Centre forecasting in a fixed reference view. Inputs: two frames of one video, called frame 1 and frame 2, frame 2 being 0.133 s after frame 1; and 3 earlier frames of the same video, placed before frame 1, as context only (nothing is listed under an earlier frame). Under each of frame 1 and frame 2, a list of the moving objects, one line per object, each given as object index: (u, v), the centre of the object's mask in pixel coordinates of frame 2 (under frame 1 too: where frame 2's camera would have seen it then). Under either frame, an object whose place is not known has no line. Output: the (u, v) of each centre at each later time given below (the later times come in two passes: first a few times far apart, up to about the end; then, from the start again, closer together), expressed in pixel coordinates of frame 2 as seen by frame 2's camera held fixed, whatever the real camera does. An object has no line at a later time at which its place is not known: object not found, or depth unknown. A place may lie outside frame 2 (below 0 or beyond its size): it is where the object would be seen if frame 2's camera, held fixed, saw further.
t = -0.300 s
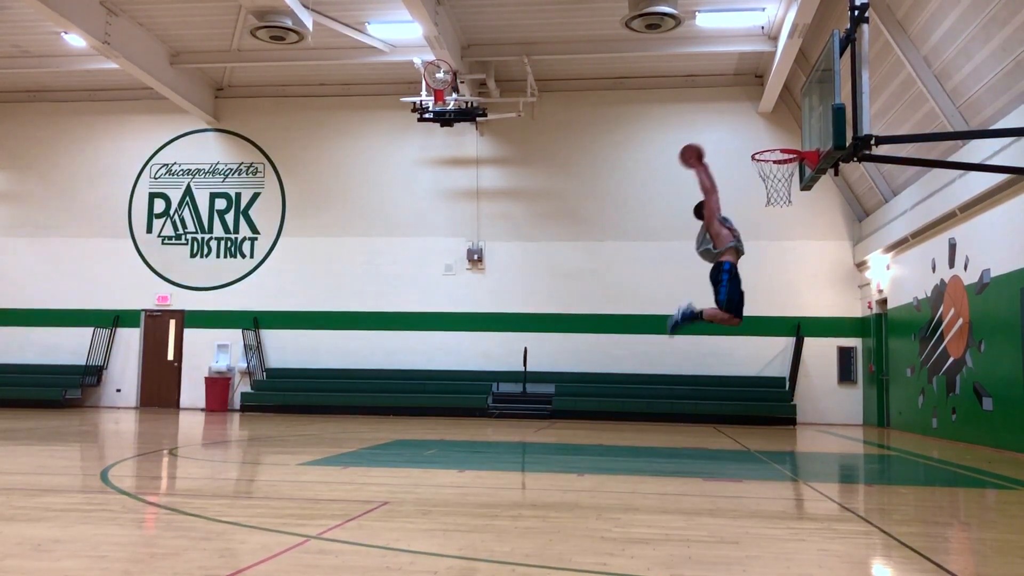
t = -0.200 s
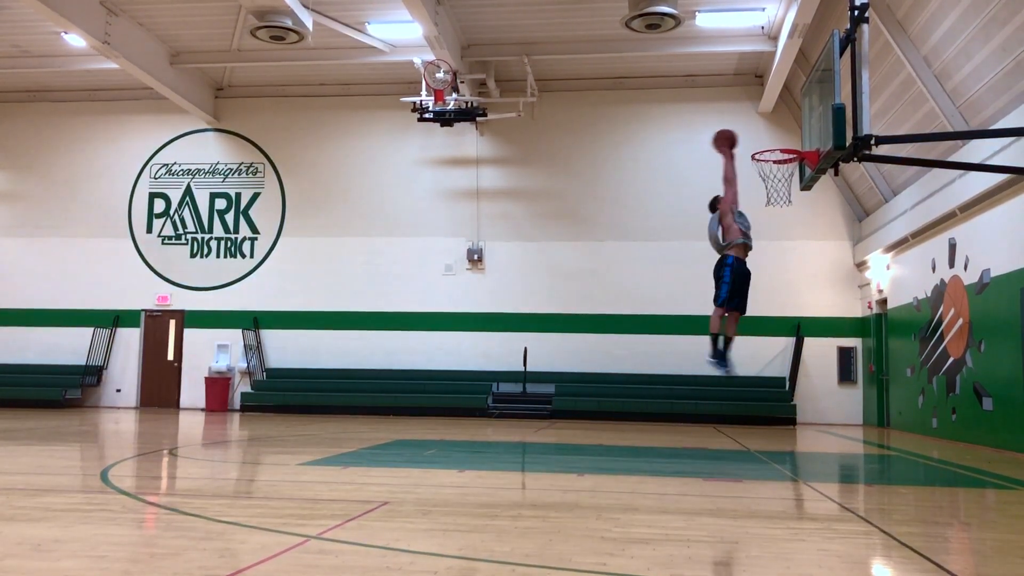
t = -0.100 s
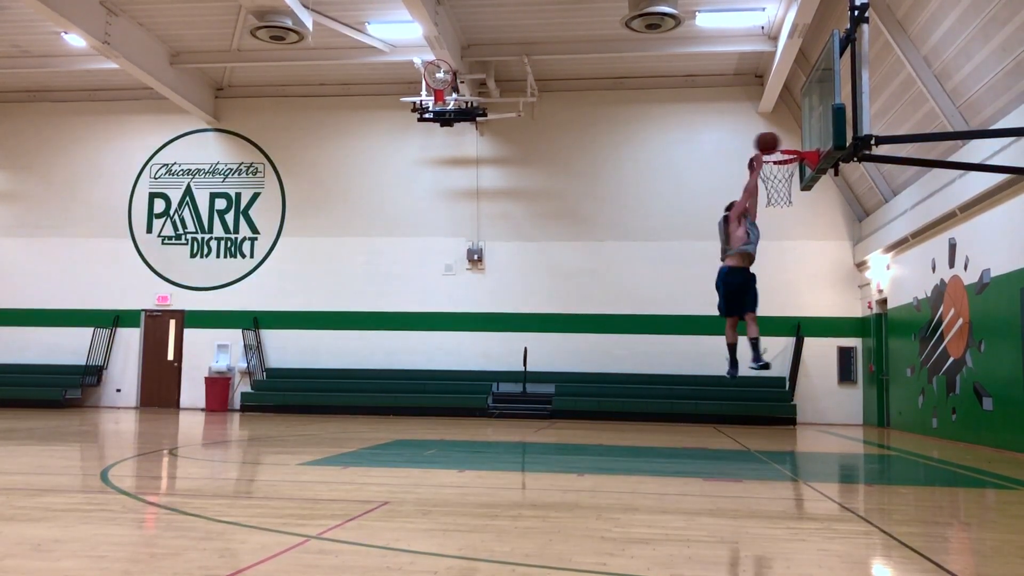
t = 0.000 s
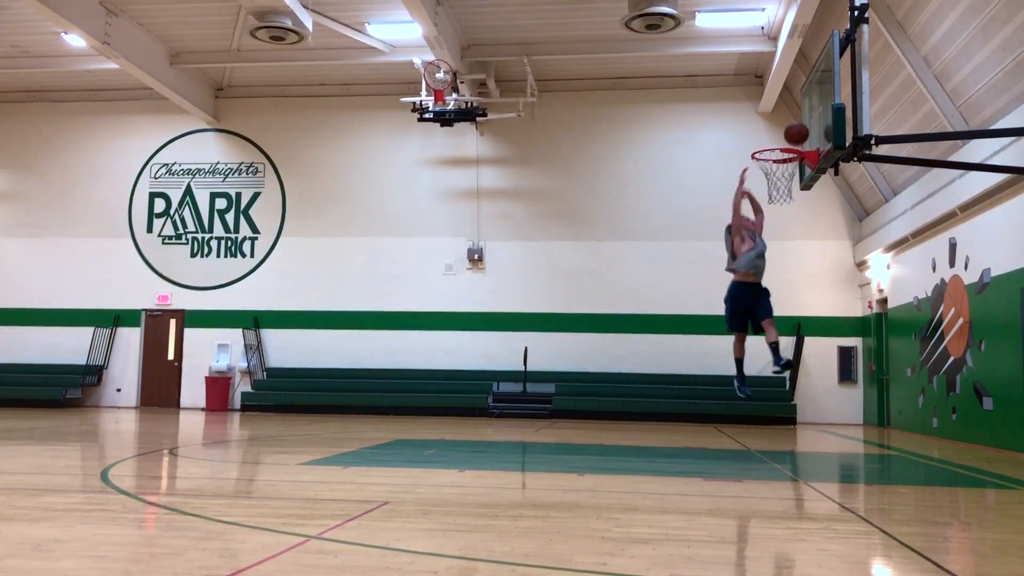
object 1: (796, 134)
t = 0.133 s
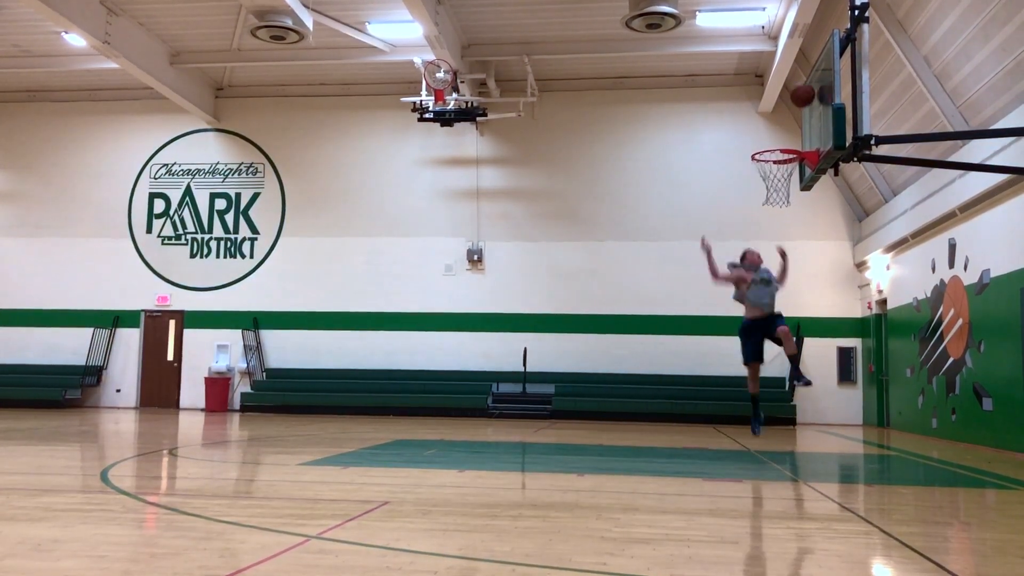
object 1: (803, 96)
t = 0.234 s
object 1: (795, 77)
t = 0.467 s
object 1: (778, 72)
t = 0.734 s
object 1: (758, 128)
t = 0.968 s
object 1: (792, 140)
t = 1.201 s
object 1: (794, 129)
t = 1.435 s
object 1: (790, 137)
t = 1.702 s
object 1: (772, 156)
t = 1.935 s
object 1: (765, 209)
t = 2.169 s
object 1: (765, 295)
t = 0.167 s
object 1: (800, 89)
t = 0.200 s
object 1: (797, 83)
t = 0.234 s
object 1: (795, 77)
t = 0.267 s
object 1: (792, 74)
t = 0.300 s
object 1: (790, 71)
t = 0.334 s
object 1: (788, 69)
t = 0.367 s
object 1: (785, 68)
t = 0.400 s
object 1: (783, 68)
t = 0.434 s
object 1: (780, 70)
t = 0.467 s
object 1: (778, 72)
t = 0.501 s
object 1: (776, 75)
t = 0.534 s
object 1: (773, 80)
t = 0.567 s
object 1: (771, 86)
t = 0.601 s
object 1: (768, 92)
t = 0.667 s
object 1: (763, 108)
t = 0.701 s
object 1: (761, 117)
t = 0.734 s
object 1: (758, 128)
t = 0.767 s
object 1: (756, 140)
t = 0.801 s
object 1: (758, 145)
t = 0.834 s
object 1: (765, 143)
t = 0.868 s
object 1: (771, 141)
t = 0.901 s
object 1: (777, 140)
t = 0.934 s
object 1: (784, 140)
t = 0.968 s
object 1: (792, 140)
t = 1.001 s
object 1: (794, 141)
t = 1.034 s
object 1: (794, 138)
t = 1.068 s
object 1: (795, 133)
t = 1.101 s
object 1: (794, 131)
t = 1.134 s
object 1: (794, 129)
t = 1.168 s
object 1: (795, 128)
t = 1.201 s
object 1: (794, 129)
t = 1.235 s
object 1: (795, 130)
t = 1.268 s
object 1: (795, 132)
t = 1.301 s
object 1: (795, 136)
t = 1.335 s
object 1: (796, 139)
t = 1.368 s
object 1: (795, 140)
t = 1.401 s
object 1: (793, 139)
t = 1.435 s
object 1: (790, 137)
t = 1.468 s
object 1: (788, 136)
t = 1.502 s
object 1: (786, 136)
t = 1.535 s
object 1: (784, 136)
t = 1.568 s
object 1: (781, 138)
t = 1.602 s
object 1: (779, 140)
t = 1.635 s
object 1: (777, 142)
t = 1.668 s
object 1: (774, 149)
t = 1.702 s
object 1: (772, 156)
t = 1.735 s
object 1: (770, 163)
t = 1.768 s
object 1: (768, 172)
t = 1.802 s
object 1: (766, 181)
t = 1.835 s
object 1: (765, 188)
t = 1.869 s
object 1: (765, 194)
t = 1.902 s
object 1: (765, 201)
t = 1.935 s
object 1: (765, 209)
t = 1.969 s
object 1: (765, 218)
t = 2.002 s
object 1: (765, 228)
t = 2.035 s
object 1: (765, 239)
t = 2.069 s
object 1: (765, 251)
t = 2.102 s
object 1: (765, 265)
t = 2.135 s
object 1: (765, 279)
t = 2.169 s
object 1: (765, 295)
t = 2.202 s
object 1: (765, 312)
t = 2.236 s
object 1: (765, 330)
